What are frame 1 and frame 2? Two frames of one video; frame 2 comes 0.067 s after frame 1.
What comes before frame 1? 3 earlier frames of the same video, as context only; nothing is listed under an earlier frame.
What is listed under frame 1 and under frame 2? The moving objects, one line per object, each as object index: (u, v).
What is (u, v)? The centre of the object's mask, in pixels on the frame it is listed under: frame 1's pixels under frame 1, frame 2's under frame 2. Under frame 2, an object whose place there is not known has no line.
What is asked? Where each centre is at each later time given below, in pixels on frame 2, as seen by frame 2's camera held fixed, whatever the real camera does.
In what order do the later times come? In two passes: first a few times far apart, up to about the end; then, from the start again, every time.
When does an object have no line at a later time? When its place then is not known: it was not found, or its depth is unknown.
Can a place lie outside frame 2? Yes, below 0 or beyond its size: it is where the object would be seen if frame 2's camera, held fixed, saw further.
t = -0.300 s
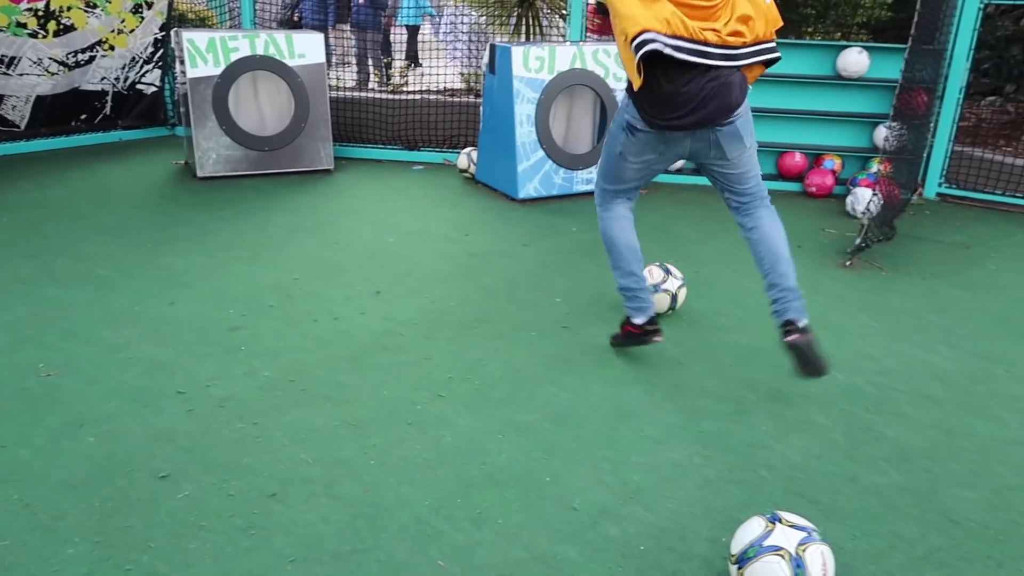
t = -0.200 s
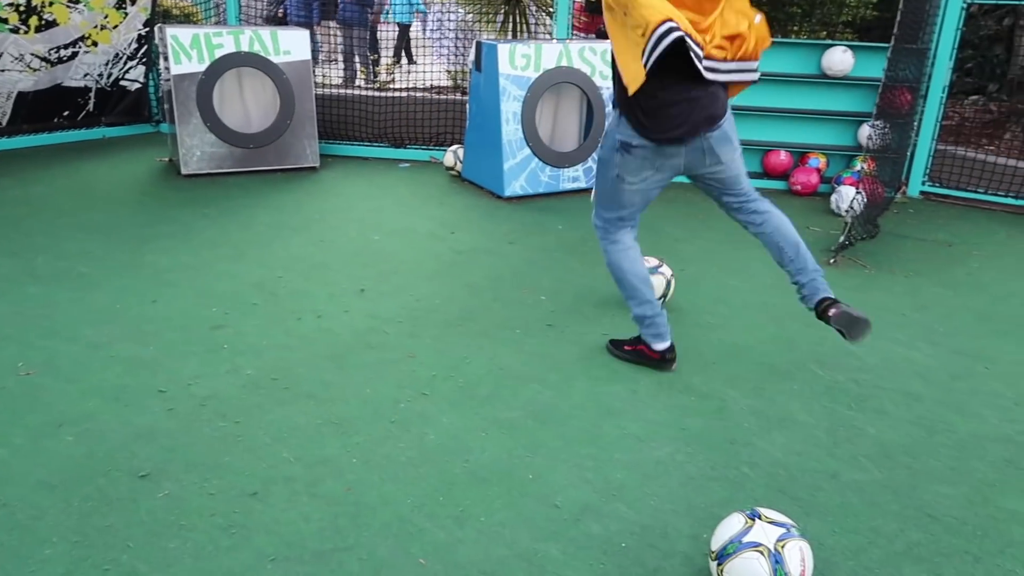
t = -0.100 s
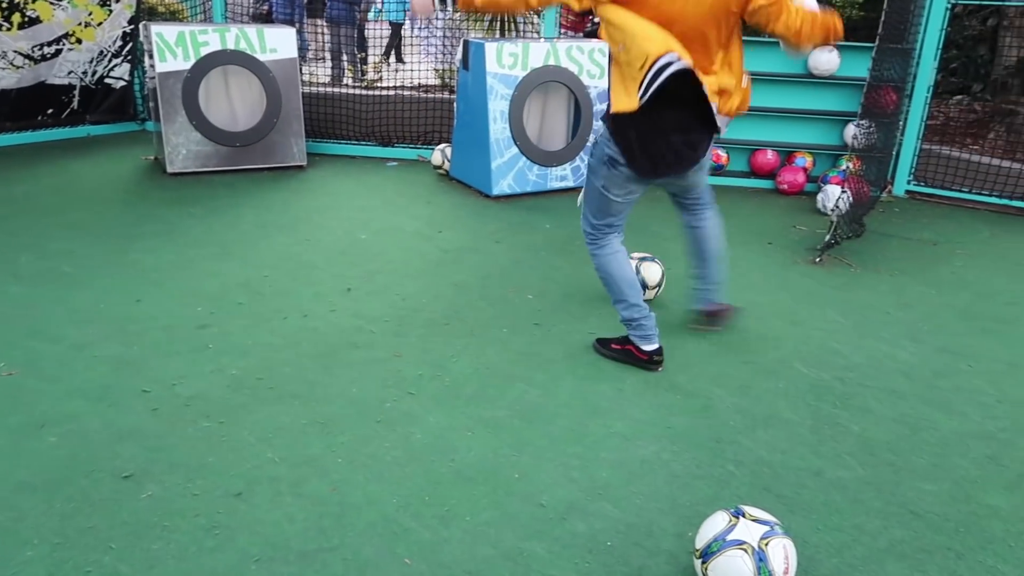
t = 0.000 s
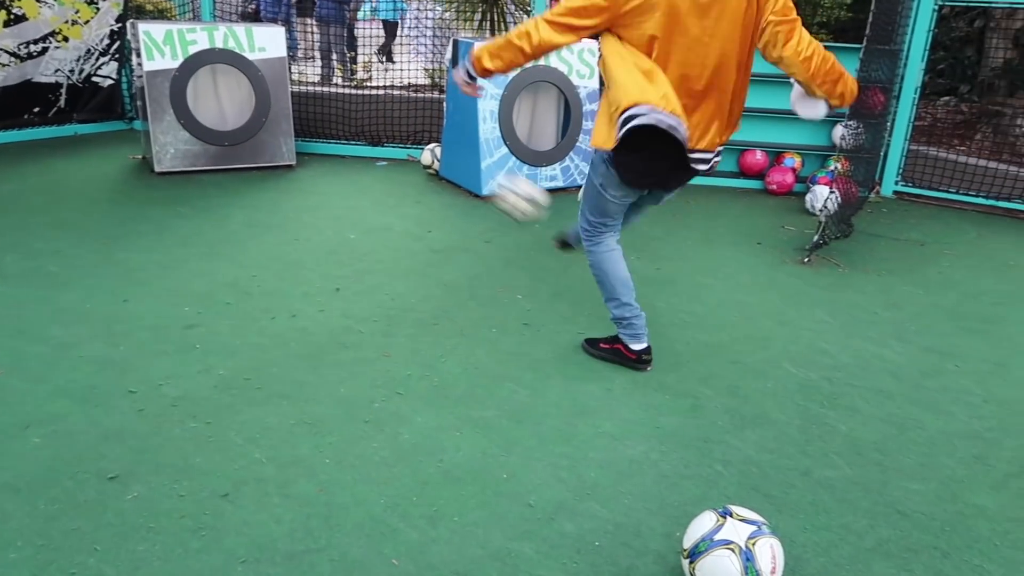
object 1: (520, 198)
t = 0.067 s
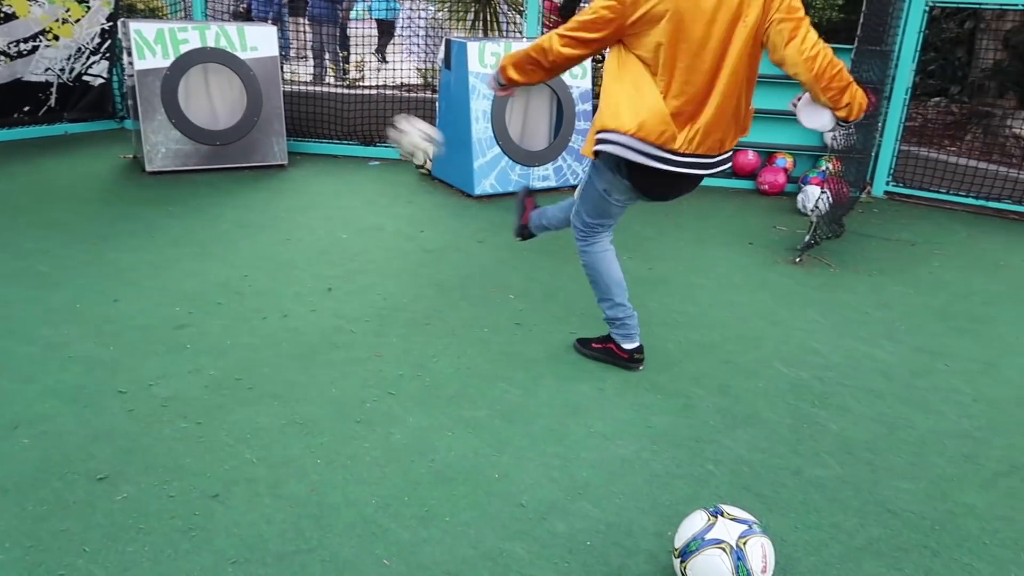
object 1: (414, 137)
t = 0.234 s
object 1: (237, 61)
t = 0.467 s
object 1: (198, 41)
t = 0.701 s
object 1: (160, 164)
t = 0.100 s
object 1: (373, 116)
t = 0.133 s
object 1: (336, 97)
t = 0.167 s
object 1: (302, 82)
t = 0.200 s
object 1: (268, 70)
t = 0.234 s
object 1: (237, 61)
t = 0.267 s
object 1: (221, 53)
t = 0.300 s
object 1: (217, 47)
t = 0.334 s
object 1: (214, 42)
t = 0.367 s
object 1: (210, 40)
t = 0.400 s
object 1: (206, 38)
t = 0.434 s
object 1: (202, 38)
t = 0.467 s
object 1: (198, 41)
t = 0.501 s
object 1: (193, 47)
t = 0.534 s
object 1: (187, 55)
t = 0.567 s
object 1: (182, 68)
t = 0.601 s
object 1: (177, 85)
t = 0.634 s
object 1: (172, 102)
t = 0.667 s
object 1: (167, 130)
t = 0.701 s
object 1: (160, 164)
